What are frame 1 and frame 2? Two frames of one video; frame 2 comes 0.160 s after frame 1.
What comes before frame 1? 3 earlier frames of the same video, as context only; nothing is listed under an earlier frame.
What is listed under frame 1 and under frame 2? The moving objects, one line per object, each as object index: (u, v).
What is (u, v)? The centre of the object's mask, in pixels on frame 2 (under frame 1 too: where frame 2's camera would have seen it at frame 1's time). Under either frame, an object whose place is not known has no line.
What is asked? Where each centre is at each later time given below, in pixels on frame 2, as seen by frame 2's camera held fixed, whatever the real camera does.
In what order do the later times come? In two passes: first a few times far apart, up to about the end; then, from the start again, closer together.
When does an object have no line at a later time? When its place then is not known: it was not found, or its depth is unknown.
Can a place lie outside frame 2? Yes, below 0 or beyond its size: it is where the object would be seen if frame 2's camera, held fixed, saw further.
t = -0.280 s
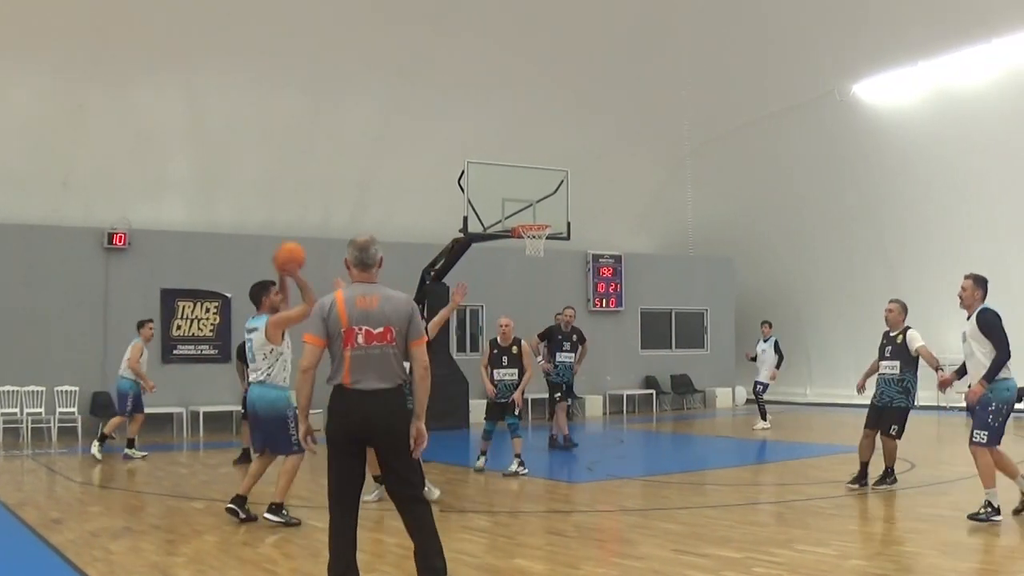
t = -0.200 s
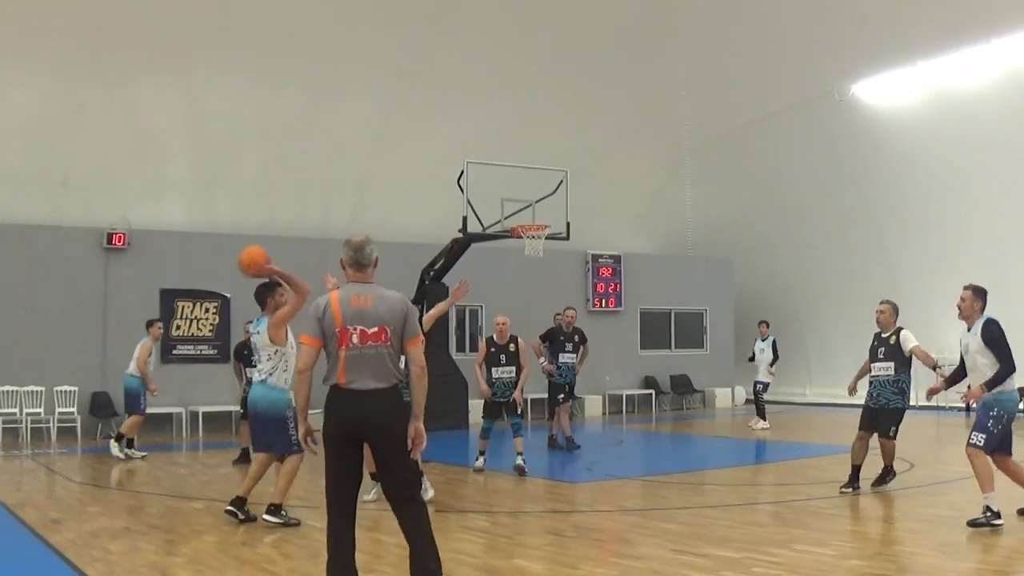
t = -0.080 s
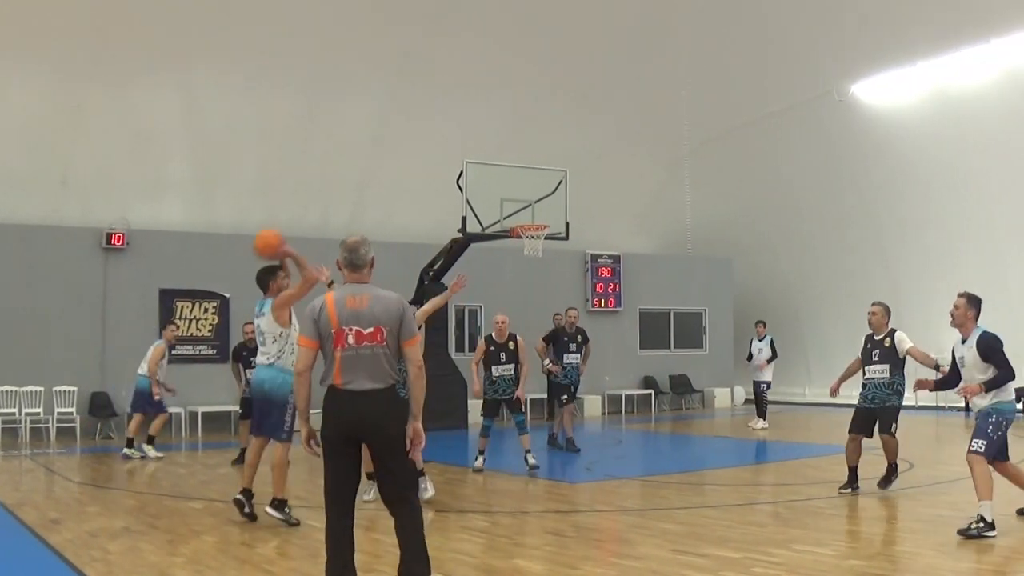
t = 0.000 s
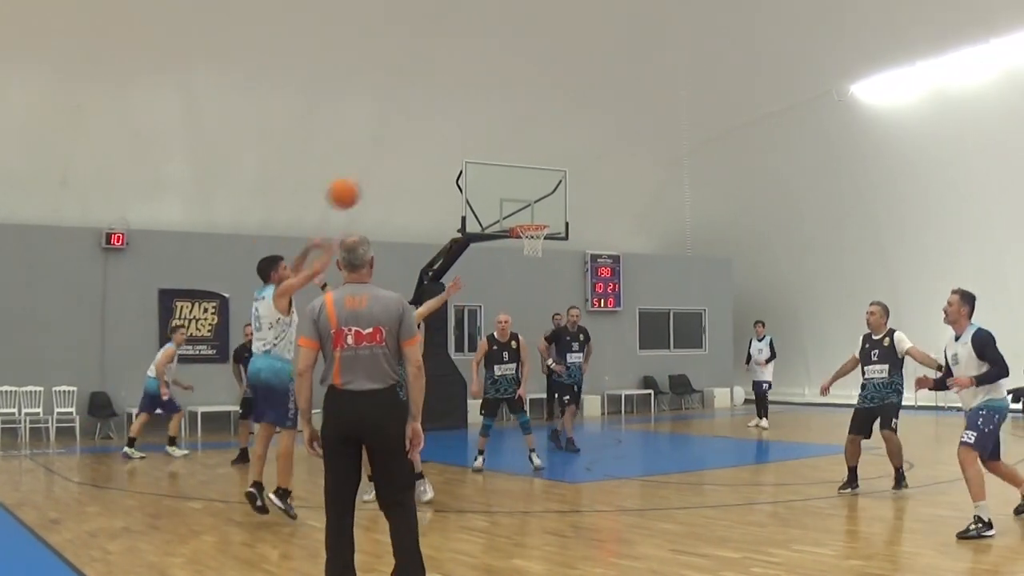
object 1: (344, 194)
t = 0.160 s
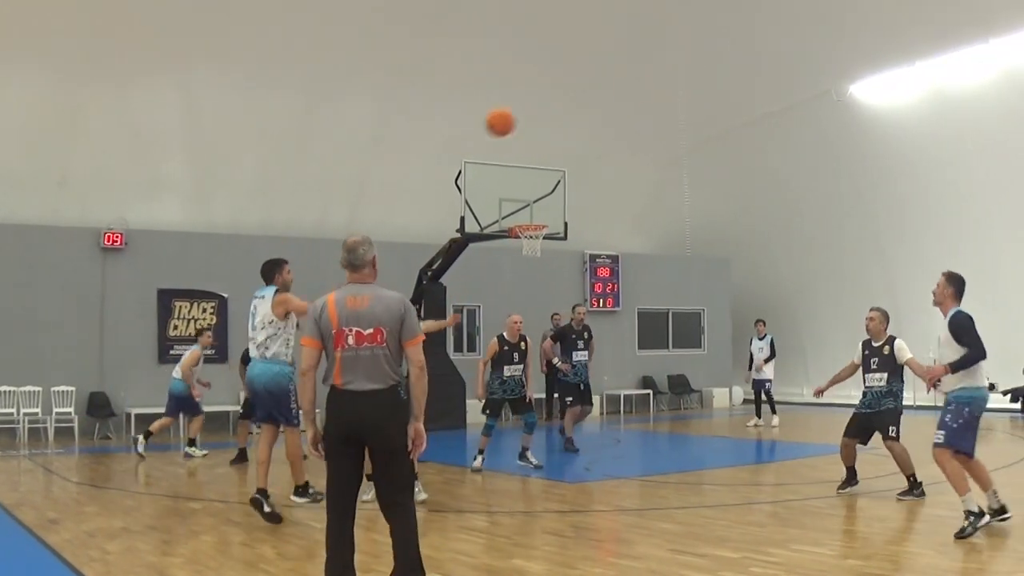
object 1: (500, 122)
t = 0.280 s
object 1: (604, 95)
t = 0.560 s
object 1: (798, 99)
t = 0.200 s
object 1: (536, 110)
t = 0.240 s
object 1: (571, 102)
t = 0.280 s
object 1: (604, 95)
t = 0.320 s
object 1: (635, 90)
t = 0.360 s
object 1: (665, 87)
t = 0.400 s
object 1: (695, 86)
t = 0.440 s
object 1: (722, 87)
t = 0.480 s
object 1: (748, 90)
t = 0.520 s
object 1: (774, 93)
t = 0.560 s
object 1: (798, 99)
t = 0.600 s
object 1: (822, 105)
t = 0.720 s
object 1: (889, 133)
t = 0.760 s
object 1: (909, 145)
